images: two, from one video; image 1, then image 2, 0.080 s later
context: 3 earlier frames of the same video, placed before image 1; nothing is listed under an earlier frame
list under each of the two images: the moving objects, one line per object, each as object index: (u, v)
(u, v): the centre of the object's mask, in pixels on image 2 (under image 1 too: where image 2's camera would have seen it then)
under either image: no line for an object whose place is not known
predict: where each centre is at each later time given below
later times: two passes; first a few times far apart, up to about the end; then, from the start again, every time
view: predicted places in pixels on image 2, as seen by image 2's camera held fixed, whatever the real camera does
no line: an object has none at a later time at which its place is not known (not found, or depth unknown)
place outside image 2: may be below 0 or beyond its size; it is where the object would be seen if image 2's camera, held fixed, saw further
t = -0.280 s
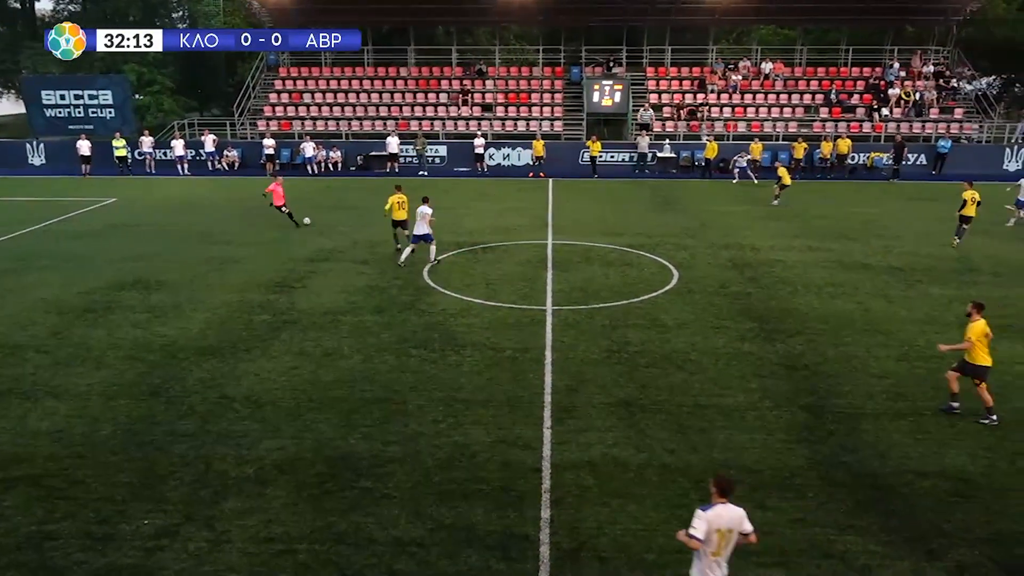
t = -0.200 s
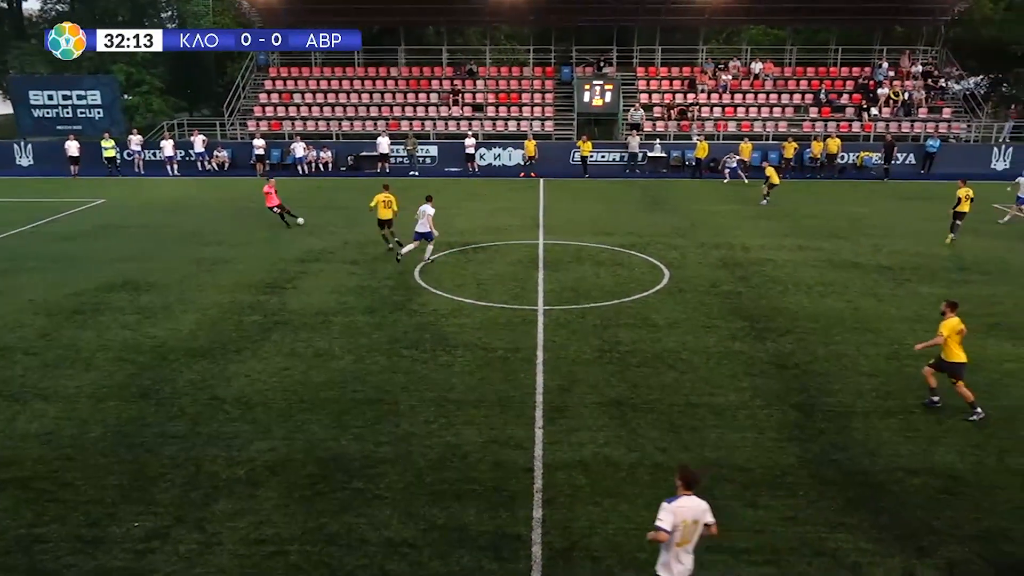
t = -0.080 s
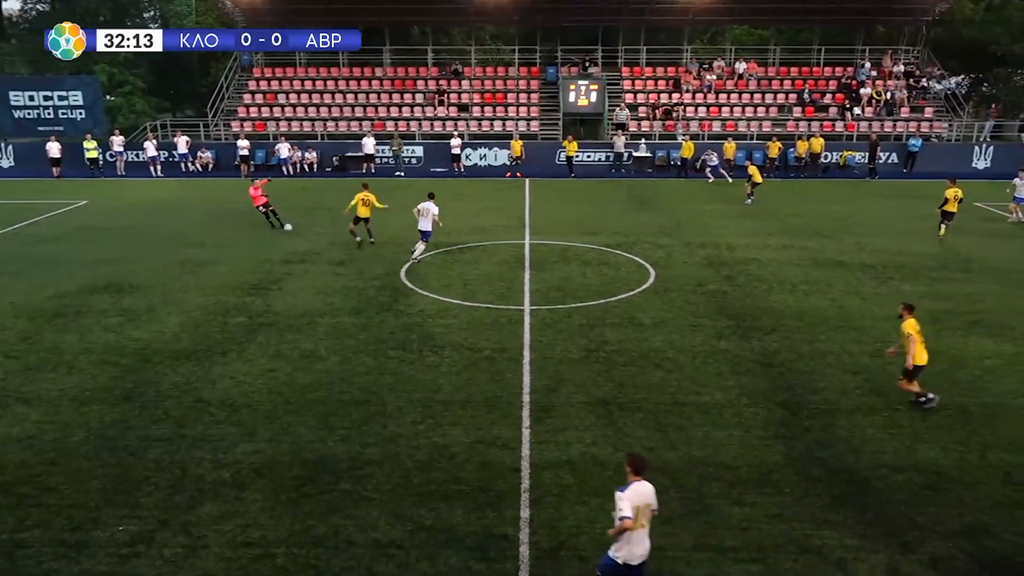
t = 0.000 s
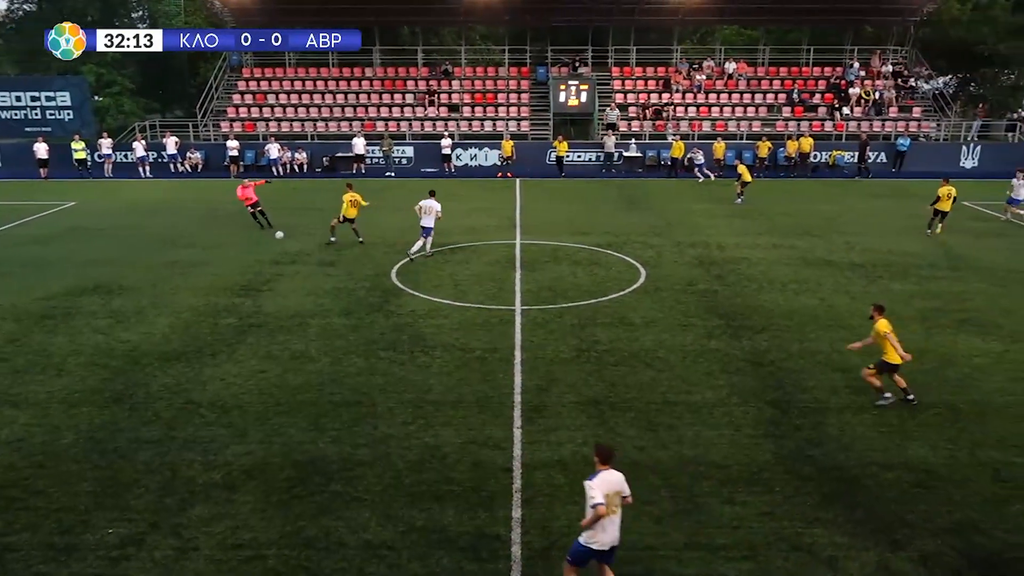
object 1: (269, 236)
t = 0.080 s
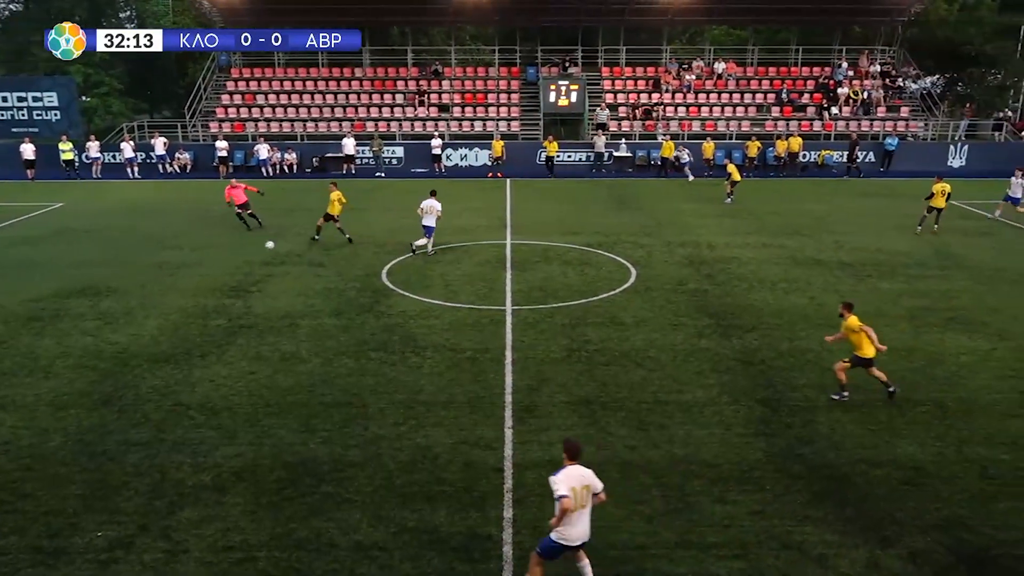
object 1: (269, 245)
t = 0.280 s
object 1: (269, 283)
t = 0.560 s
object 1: (259, 341)
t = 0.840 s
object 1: (234, 452)
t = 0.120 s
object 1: (269, 251)
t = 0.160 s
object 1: (270, 258)
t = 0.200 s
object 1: (270, 266)
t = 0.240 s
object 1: (270, 274)
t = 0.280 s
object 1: (269, 283)
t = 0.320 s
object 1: (269, 294)
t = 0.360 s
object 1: (268, 306)
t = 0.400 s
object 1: (267, 313)
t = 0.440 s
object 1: (265, 318)
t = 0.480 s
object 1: (264, 324)
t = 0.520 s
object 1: (262, 332)
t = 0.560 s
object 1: (259, 341)
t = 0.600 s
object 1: (257, 351)
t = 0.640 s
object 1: (254, 363)
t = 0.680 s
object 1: (251, 376)
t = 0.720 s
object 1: (248, 392)
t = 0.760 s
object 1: (243, 409)
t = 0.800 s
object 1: (239, 429)
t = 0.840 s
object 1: (234, 452)
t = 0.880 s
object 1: (228, 465)
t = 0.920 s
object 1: (221, 480)
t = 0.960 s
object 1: (214, 496)
